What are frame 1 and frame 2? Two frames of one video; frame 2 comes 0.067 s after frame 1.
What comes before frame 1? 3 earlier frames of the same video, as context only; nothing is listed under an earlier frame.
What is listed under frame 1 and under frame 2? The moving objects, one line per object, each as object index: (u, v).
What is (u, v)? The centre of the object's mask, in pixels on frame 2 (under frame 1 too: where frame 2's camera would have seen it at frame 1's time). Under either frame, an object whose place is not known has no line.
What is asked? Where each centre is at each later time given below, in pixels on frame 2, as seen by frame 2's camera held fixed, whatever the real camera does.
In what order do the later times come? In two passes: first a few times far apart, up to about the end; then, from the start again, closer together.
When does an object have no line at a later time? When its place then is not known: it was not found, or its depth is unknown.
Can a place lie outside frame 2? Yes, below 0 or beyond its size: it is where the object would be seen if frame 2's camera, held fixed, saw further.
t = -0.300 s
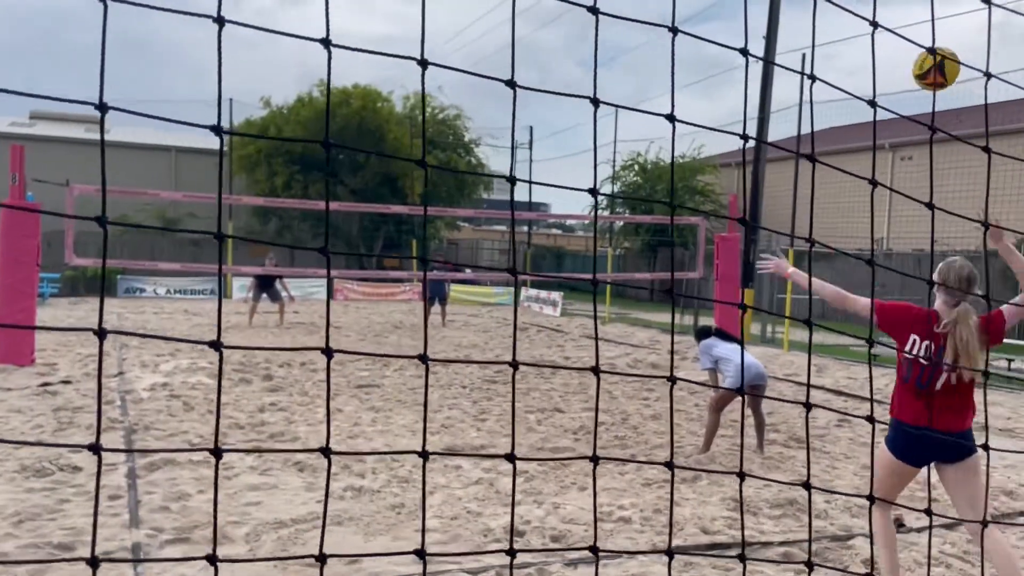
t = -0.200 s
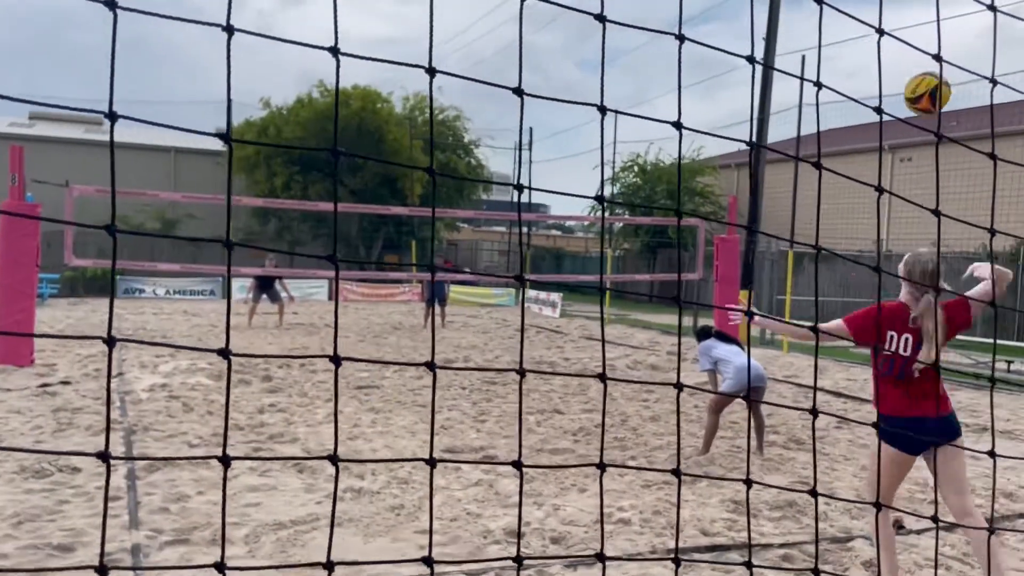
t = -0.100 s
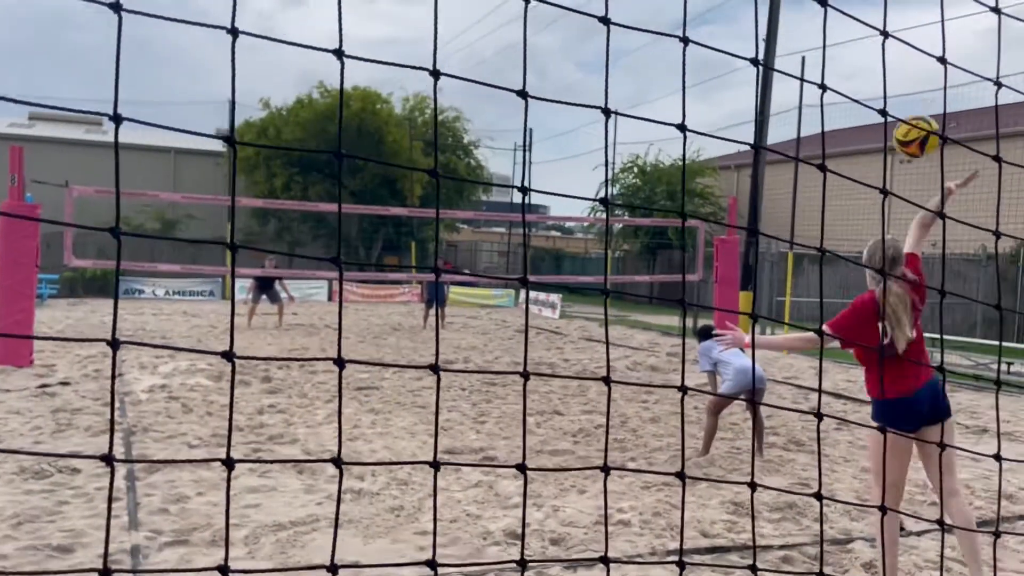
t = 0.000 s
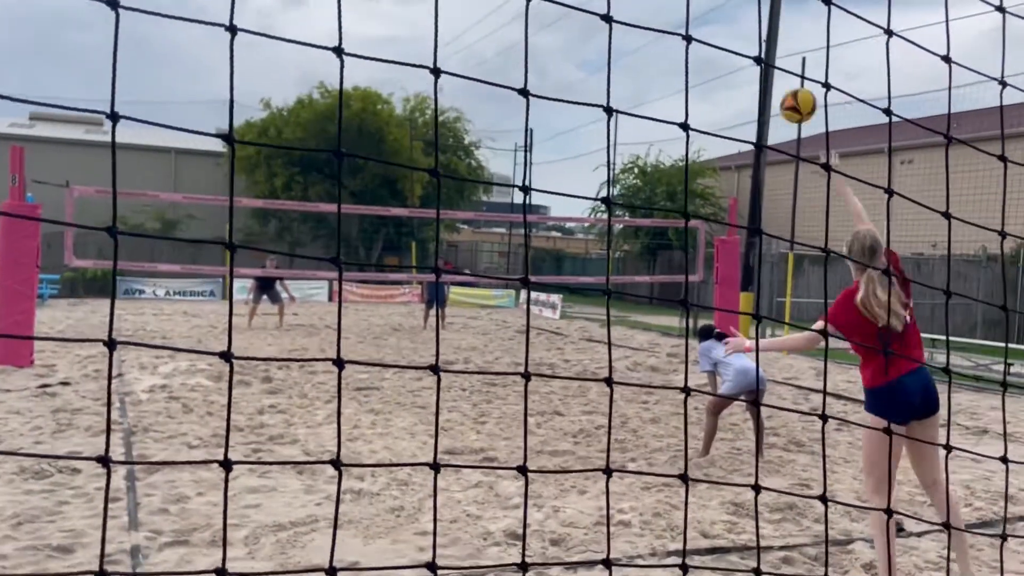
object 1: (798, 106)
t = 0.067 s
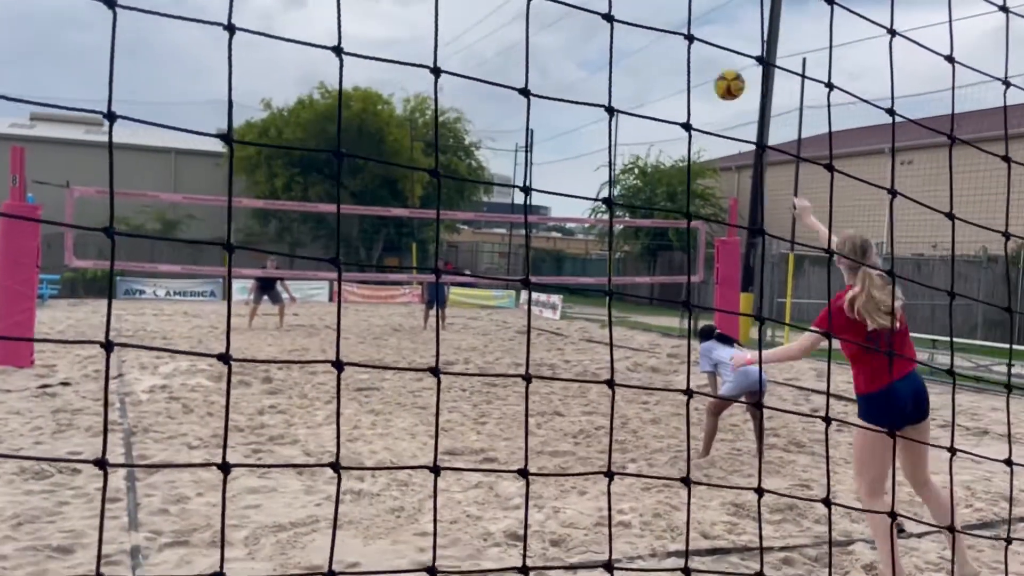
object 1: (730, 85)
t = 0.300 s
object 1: (589, 74)
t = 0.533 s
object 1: (517, 108)
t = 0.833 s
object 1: (464, 174)
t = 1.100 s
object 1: (436, 244)
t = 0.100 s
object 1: (702, 79)
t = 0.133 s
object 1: (676, 74)
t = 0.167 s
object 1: (655, 71)
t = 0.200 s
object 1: (635, 70)
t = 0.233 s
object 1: (619, 70)
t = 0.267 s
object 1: (602, 71)
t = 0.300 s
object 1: (589, 74)
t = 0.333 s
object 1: (576, 77)
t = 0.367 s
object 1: (565, 81)
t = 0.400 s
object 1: (554, 85)
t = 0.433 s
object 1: (544, 90)
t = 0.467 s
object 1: (536, 94)
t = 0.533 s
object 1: (517, 108)
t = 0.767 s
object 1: (473, 157)
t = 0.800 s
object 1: (467, 166)
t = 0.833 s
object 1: (464, 174)
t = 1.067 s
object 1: (439, 235)
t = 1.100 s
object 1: (436, 244)
